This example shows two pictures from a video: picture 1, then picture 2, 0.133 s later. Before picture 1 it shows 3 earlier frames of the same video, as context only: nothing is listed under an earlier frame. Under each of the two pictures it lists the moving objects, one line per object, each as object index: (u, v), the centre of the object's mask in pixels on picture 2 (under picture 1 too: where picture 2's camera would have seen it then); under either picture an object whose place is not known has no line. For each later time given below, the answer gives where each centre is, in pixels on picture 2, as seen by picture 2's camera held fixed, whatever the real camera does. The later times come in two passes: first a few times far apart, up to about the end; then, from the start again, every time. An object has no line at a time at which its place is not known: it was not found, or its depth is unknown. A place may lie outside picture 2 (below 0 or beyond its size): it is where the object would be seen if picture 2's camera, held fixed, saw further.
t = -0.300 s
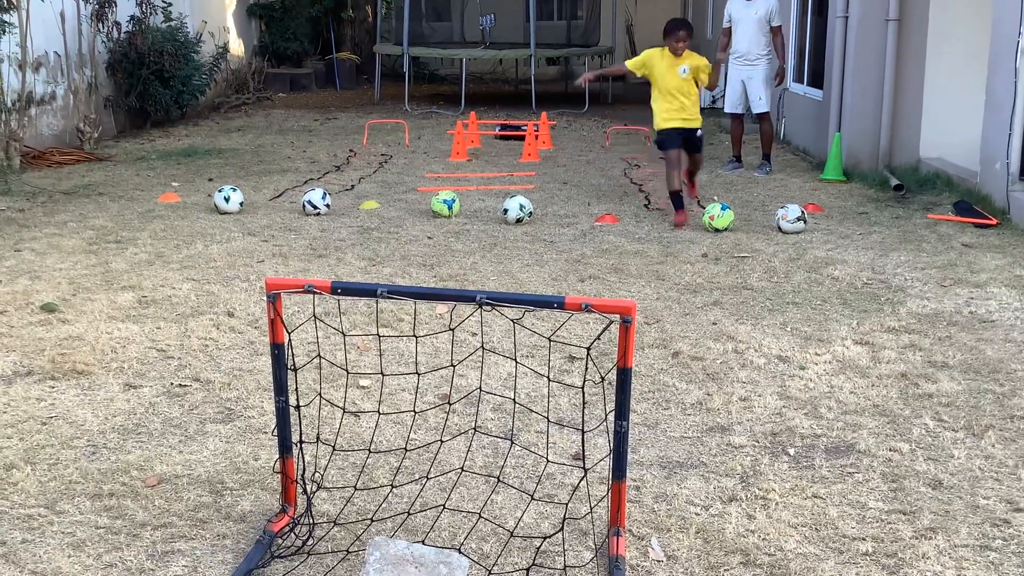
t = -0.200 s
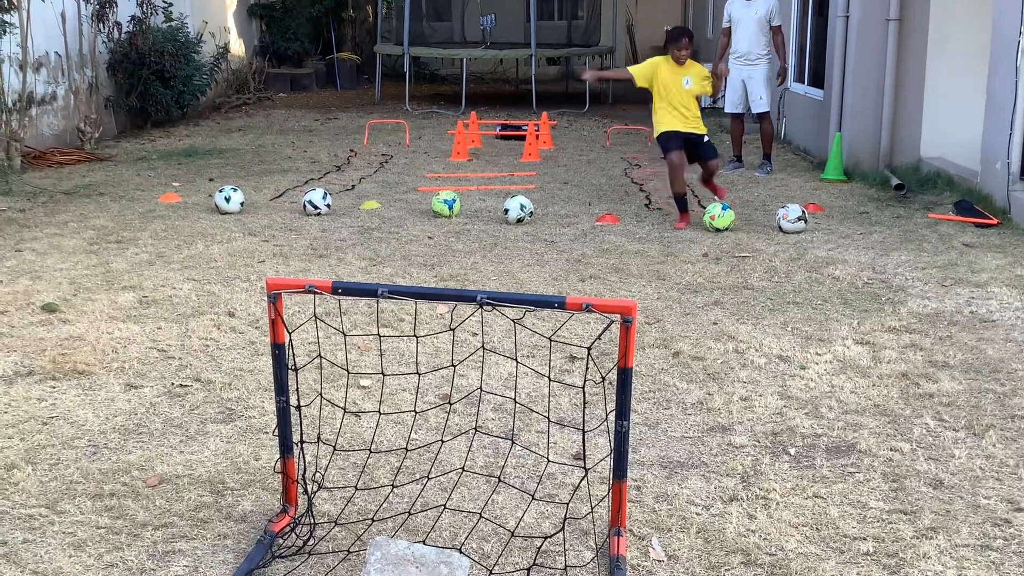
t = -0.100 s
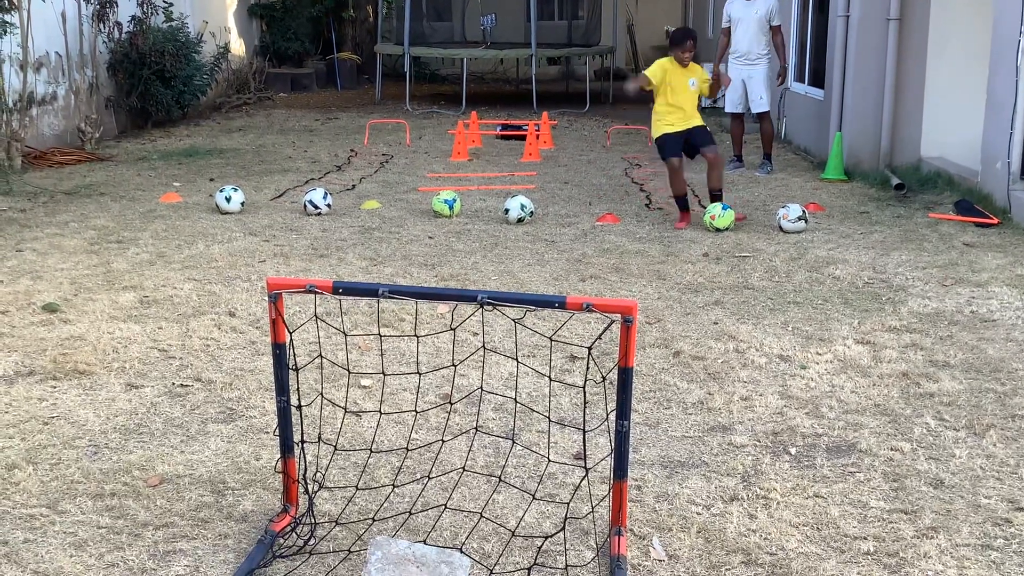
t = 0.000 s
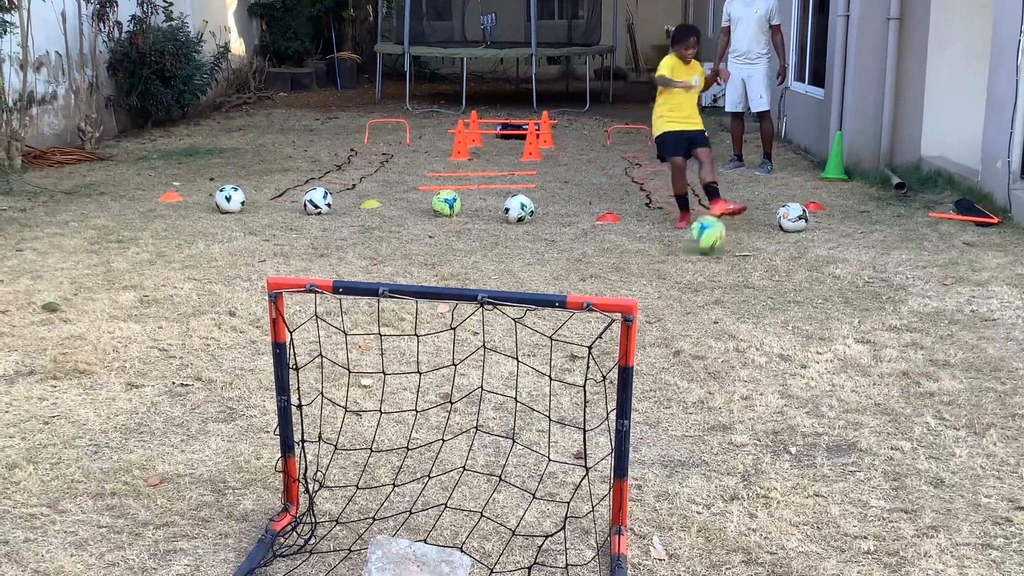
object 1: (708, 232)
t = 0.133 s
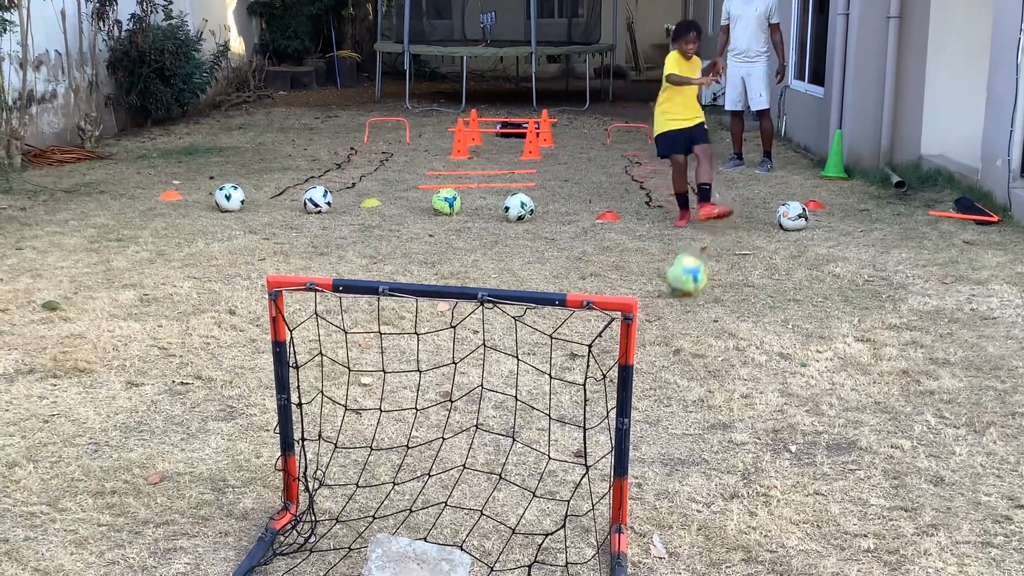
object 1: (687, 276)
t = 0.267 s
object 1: (674, 263)
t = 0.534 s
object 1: (635, 374)
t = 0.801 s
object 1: (511, 351)
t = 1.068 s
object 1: (368, 319)
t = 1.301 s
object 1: (254, 440)
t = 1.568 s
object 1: (120, 374)
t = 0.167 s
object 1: (684, 270)
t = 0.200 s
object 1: (680, 266)
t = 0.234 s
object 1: (677, 264)
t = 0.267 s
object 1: (674, 263)
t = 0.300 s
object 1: (671, 265)
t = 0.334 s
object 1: (666, 269)
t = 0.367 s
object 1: (662, 277)
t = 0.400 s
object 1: (657, 288)
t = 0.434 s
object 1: (655, 302)
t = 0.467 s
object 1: (653, 322)
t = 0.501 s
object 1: (644, 345)
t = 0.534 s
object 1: (635, 374)
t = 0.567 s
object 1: (616, 409)
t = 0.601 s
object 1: (612, 454)
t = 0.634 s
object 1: (591, 480)
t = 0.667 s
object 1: (584, 448)
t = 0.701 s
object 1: (568, 418)
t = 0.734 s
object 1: (549, 392)
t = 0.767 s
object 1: (530, 370)
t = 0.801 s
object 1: (511, 351)
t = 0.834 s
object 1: (492, 334)
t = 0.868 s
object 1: (474, 325)
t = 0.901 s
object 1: (454, 321)
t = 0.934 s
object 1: (436, 308)
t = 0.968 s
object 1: (419, 304)
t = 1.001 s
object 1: (401, 305)
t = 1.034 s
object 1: (384, 315)
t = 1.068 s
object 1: (368, 319)
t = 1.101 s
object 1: (351, 326)
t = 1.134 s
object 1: (336, 337)
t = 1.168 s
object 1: (321, 354)
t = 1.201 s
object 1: (312, 373)
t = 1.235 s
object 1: (293, 398)
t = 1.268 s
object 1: (269, 427)
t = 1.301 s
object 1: (254, 440)
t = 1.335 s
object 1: (242, 418)
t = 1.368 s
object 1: (225, 404)
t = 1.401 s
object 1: (209, 391)
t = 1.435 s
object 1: (192, 382)
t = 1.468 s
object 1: (174, 375)
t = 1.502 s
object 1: (156, 371)
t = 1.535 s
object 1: (137, 371)
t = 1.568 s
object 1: (120, 374)
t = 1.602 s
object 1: (102, 381)
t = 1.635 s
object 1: (85, 391)
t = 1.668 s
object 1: (67, 406)
